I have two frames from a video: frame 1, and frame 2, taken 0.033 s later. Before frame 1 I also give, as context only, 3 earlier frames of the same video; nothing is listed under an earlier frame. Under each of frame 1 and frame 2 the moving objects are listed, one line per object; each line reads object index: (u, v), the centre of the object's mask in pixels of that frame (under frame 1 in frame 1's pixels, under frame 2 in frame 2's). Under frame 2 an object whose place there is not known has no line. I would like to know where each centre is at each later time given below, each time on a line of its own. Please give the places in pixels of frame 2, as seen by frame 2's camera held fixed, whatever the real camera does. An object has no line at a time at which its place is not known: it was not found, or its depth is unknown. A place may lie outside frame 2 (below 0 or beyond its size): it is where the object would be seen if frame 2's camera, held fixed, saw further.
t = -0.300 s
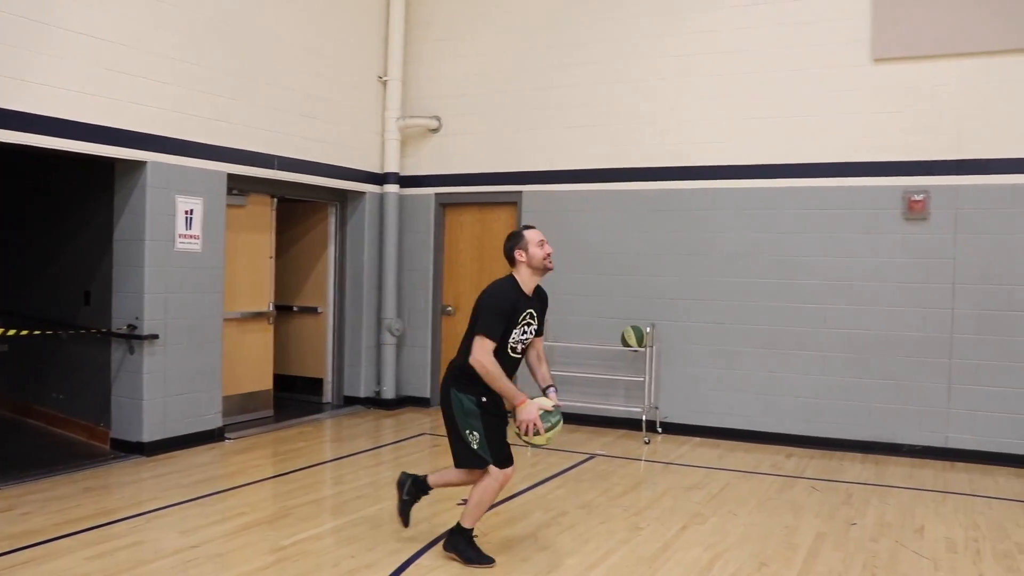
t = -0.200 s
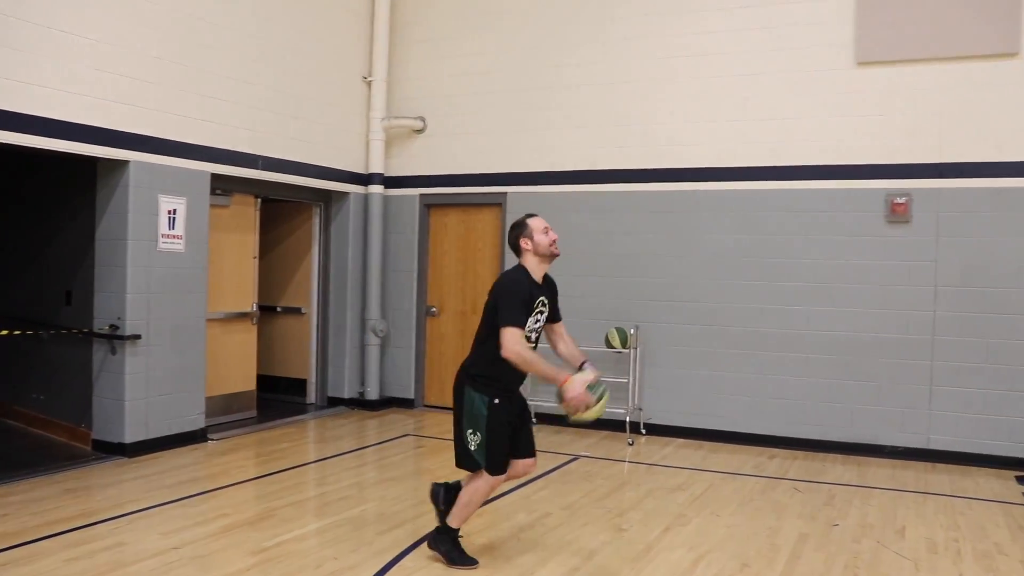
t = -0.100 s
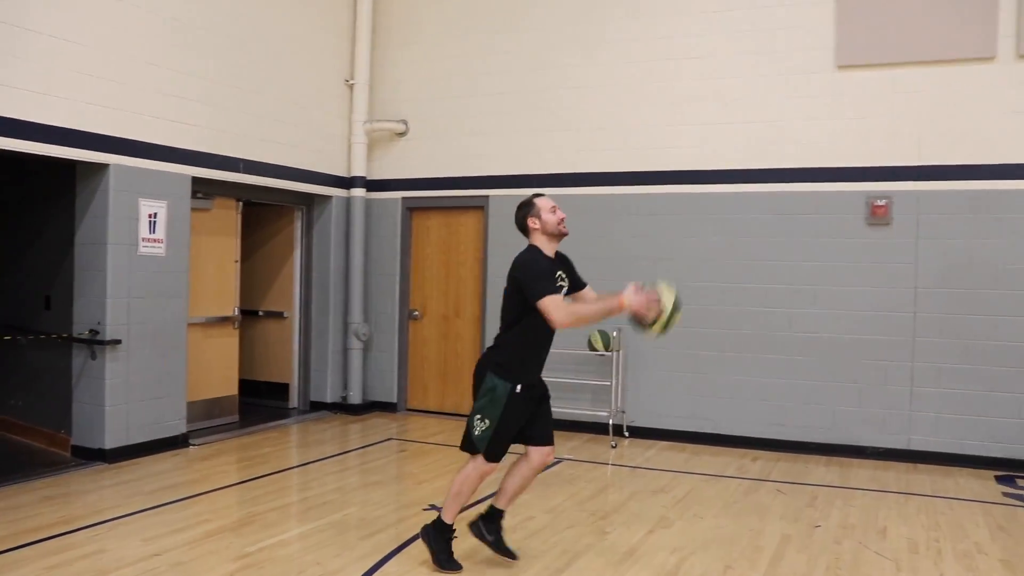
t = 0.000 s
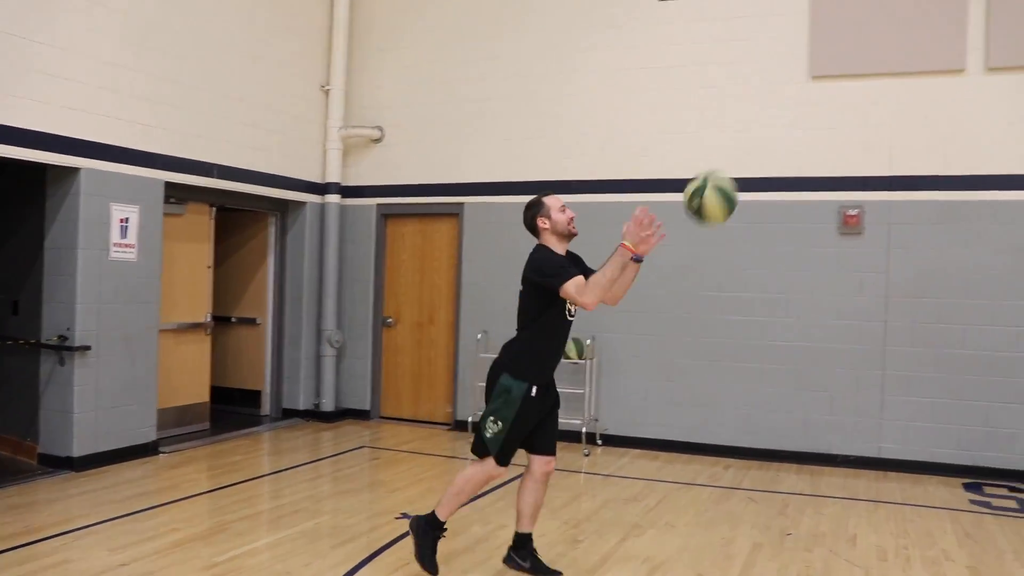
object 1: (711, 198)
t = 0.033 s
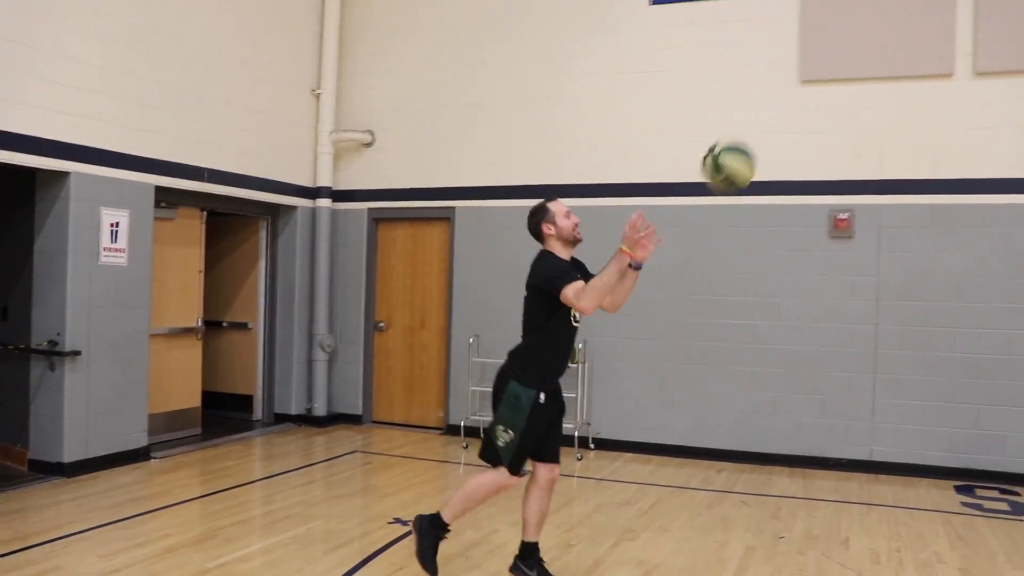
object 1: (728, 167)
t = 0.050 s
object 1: (743, 148)
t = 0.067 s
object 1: (756, 131)
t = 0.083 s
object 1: (771, 114)
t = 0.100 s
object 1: (784, 97)
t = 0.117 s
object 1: (798, 80)
